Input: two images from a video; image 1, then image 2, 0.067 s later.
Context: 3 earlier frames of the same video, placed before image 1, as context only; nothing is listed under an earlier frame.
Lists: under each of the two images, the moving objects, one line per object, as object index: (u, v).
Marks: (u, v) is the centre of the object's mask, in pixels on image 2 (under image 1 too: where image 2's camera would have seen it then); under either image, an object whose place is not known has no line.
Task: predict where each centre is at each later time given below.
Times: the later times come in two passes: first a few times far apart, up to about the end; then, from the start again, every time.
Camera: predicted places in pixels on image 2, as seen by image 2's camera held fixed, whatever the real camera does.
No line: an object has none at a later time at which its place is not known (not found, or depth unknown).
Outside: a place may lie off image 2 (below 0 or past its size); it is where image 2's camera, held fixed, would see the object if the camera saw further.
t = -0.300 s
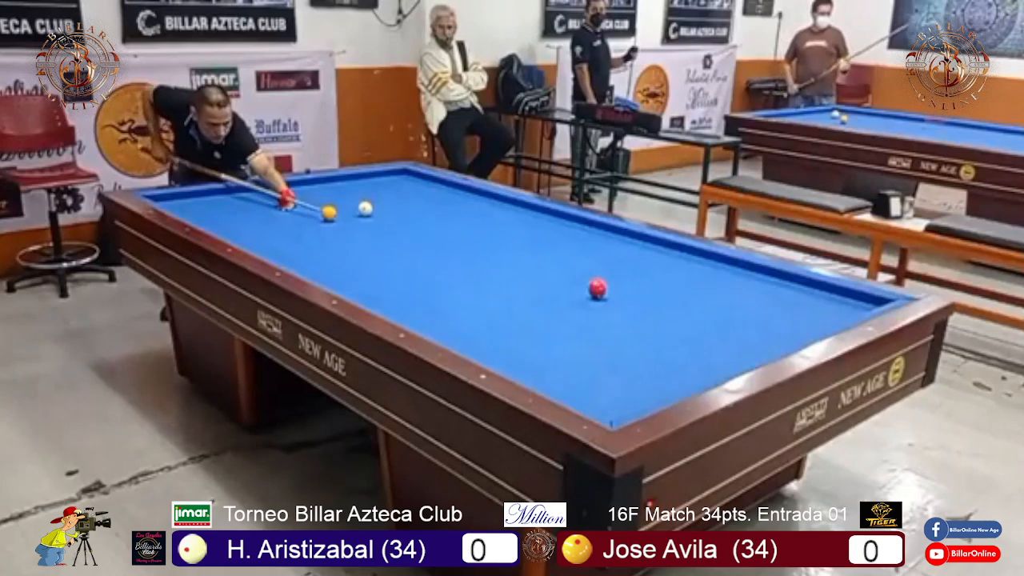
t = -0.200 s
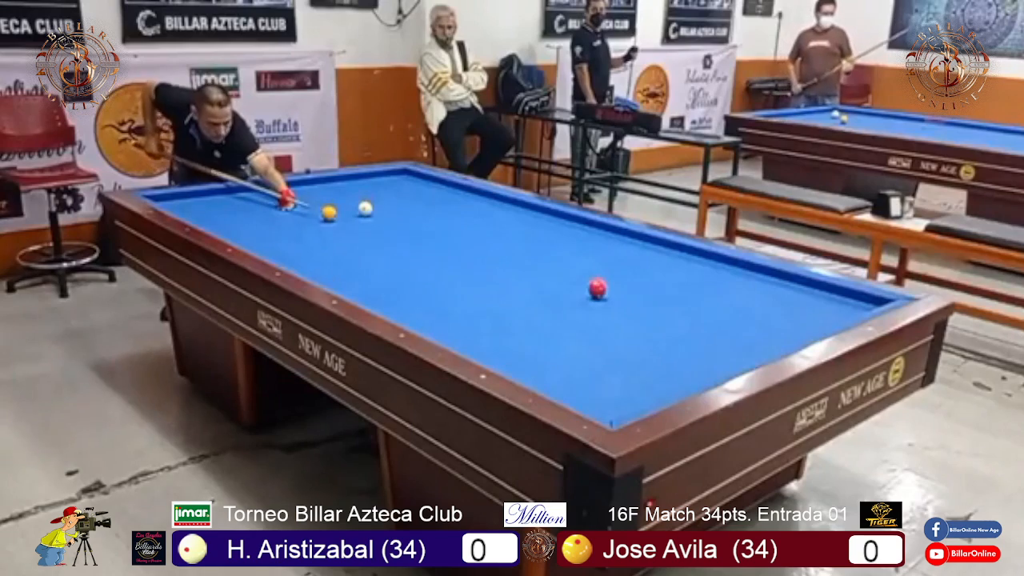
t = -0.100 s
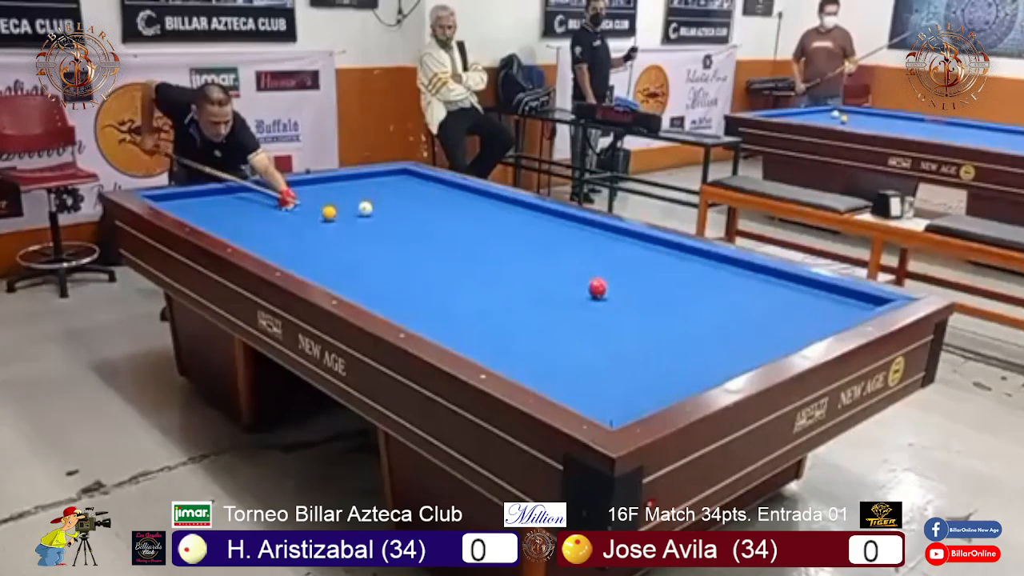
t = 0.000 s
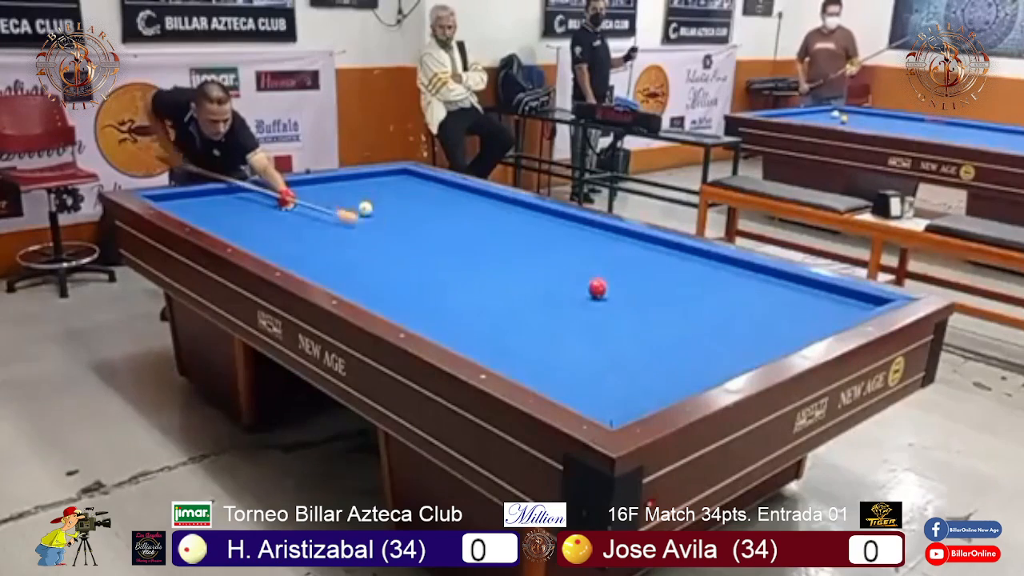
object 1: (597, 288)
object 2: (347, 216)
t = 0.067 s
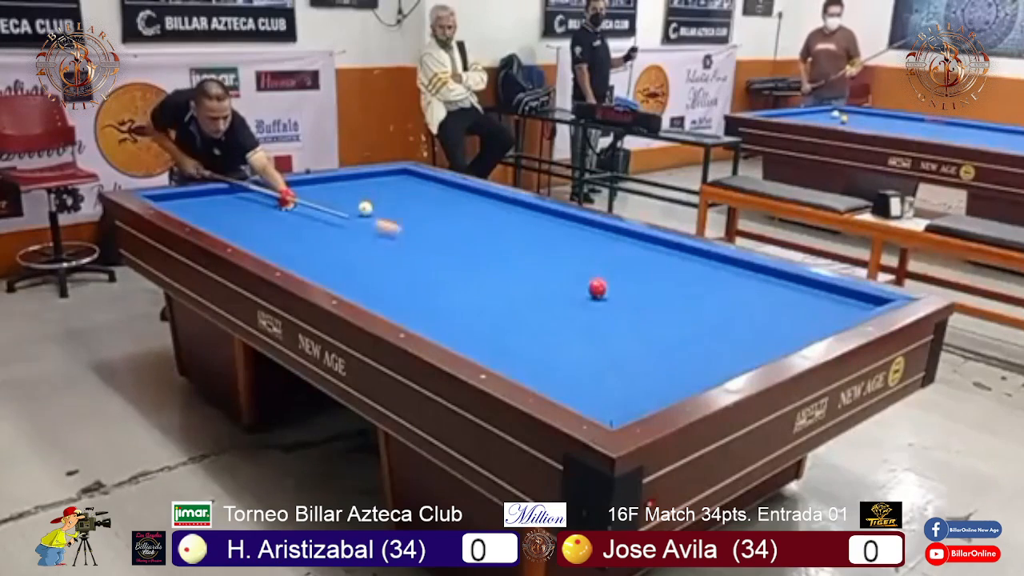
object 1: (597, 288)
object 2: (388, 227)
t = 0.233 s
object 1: (597, 288)
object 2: (494, 257)
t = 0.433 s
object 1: (616, 303)
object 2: (624, 282)
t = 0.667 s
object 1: (685, 363)
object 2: (743, 283)
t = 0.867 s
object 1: (631, 360)
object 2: (847, 292)
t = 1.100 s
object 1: (548, 345)
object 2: (802, 304)
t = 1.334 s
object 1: (475, 331)
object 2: (719, 301)
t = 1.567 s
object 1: (409, 314)
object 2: (642, 300)
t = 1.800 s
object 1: (389, 299)
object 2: (566, 298)
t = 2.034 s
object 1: (370, 282)
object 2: (493, 295)
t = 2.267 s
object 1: (353, 267)
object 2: (417, 293)
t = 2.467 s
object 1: (341, 256)
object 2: (354, 288)
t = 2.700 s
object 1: (328, 244)
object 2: (354, 274)
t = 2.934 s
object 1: (316, 232)
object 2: (352, 258)
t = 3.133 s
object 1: (306, 224)
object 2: (350, 246)
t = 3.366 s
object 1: (296, 214)
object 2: (348, 234)
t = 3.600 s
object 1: (287, 206)
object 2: (346, 223)
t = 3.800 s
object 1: (279, 200)
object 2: (345, 214)
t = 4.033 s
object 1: (272, 192)
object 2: (343, 206)
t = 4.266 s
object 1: (263, 186)
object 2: (342, 197)
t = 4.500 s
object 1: (280, 186)
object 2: (341, 190)
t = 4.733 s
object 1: (298, 188)
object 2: (339, 183)
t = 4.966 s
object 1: (318, 189)
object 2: (338, 177)
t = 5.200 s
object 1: (336, 191)
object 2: (360, 177)
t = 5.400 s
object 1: (351, 193)
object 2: (379, 178)
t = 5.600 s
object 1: (366, 194)
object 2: (398, 179)
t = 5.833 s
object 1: (383, 195)
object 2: (419, 180)
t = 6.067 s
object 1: (399, 198)
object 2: (439, 180)
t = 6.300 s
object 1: (415, 199)
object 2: (446, 182)
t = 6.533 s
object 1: (431, 201)
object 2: (447, 185)
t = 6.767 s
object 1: (447, 202)
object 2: (448, 188)
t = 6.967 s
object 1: (458, 202)
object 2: (449, 191)
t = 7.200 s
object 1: (472, 204)
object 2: (451, 194)
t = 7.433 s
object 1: (486, 206)
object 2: (452, 197)
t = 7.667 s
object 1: (499, 207)
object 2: (453, 200)
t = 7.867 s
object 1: (510, 207)
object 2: (454, 202)
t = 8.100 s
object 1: (522, 209)
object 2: (455, 205)
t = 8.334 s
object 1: (534, 210)
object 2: (456, 208)
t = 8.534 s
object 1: (543, 210)
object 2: (457, 211)
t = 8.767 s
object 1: (554, 211)
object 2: (458, 213)
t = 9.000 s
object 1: (557, 212)
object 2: (460, 216)
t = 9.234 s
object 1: (558, 214)
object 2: (461, 219)
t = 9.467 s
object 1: (561, 215)
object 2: (462, 221)
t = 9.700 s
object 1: (562, 217)
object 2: (463, 223)
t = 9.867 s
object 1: (564, 217)
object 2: (464, 225)
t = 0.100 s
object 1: (597, 289)
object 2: (409, 234)
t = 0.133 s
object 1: (597, 289)
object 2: (429, 240)
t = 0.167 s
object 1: (597, 288)
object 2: (450, 245)
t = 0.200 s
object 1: (597, 288)
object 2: (472, 251)
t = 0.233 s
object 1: (597, 288)
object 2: (494, 257)
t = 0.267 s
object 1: (597, 288)
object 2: (516, 263)
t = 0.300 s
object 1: (597, 288)
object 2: (540, 270)
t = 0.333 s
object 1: (597, 288)
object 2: (564, 276)
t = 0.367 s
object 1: (598, 289)
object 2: (585, 280)
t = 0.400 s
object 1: (606, 295)
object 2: (607, 279)
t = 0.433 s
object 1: (616, 303)
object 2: (624, 282)
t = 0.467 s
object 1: (625, 312)
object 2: (641, 282)
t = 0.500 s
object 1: (634, 319)
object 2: (658, 282)
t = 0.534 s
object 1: (644, 327)
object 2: (675, 282)
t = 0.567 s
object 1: (654, 336)
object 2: (692, 282)
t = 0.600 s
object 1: (664, 345)
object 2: (709, 282)
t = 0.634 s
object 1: (674, 353)
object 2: (727, 283)
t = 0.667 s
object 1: (685, 363)
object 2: (743, 283)
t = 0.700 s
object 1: (695, 370)
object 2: (763, 284)
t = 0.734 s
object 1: (694, 373)
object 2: (780, 285)
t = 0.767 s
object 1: (677, 371)
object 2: (798, 286)
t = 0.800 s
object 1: (660, 367)
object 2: (818, 286)
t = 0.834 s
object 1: (645, 364)
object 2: (837, 288)
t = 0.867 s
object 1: (631, 360)
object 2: (847, 292)
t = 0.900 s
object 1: (618, 358)
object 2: (856, 298)
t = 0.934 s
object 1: (604, 355)
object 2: (863, 302)
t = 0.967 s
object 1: (592, 353)
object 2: (863, 304)
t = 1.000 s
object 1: (581, 350)
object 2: (848, 307)
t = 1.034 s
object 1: (570, 349)
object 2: (832, 306)
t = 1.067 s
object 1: (559, 347)
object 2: (817, 305)
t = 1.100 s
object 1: (548, 345)
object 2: (802, 304)
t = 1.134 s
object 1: (537, 342)
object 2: (789, 304)
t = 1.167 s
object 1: (527, 341)
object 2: (776, 303)
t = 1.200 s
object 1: (516, 338)
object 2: (764, 303)
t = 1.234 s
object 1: (506, 337)
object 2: (752, 302)
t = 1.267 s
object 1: (496, 335)
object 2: (741, 302)
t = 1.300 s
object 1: (485, 333)
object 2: (730, 302)
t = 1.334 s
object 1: (475, 331)
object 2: (719, 301)
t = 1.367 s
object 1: (465, 329)
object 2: (708, 301)
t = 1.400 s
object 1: (455, 327)
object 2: (697, 301)
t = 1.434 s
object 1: (446, 325)
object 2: (686, 301)
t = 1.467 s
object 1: (436, 323)
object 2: (675, 301)
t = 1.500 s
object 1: (426, 319)
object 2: (664, 301)
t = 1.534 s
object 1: (416, 317)
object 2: (653, 301)
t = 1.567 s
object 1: (409, 314)
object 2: (642, 300)
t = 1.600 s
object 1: (406, 312)
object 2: (631, 300)
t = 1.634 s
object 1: (403, 310)
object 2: (620, 300)
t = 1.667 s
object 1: (400, 307)
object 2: (609, 299)
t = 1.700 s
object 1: (397, 305)
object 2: (598, 299)
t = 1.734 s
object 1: (394, 303)
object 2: (587, 298)
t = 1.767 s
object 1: (392, 301)
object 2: (577, 298)
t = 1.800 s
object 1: (389, 299)
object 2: (566, 298)
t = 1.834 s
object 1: (386, 296)
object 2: (556, 298)
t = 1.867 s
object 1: (383, 294)
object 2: (546, 297)
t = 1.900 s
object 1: (380, 292)
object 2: (535, 297)
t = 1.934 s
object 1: (377, 290)
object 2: (524, 296)
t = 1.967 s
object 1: (375, 287)
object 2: (514, 296)
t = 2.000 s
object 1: (372, 284)
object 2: (503, 295)
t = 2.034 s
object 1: (370, 282)
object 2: (493, 295)
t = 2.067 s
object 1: (368, 279)
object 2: (482, 295)
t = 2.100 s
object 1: (365, 278)
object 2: (471, 295)
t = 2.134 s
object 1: (363, 275)
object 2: (460, 294)
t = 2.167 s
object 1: (360, 273)
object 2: (449, 294)
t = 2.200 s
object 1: (358, 271)
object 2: (438, 294)
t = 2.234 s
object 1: (355, 269)
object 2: (427, 293)
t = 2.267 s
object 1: (353, 267)
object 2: (417, 293)
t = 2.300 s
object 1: (351, 265)
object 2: (406, 293)
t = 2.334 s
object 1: (349, 263)
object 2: (395, 293)
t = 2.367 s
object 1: (347, 261)
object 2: (384, 293)
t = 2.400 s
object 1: (345, 259)
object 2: (374, 292)
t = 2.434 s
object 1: (343, 257)
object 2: (364, 291)
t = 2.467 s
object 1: (341, 256)
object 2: (354, 288)
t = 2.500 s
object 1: (339, 254)
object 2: (353, 287)
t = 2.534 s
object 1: (337, 252)
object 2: (354, 285)
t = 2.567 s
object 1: (335, 250)
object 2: (355, 283)
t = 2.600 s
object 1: (333, 248)
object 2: (355, 281)
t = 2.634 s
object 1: (331, 247)
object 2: (355, 278)
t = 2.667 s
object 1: (329, 245)
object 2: (354, 276)
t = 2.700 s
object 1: (328, 244)
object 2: (354, 274)
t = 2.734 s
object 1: (326, 242)
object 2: (354, 271)
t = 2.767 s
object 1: (324, 240)
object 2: (353, 269)
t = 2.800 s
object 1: (322, 239)
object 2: (353, 267)
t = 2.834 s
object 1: (320, 237)
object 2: (352, 264)
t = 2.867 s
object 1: (319, 235)
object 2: (352, 262)
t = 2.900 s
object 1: (317, 234)
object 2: (352, 260)
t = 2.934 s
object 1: (316, 232)
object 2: (352, 258)
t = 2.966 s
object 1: (314, 231)
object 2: (351, 256)
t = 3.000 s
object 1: (312, 229)
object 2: (351, 254)
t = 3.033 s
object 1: (310, 228)
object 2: (351, 252)
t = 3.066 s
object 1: (309, 226)
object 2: (351, 250)
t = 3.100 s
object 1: (307, 225)
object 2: (350, 248)
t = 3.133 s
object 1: (306, 224)
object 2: (350, 246)
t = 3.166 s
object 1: (304, 222)
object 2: (350, 244)
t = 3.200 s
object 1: (303, 221)
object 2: (349, 243)
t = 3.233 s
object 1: (301, 220)
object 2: (349, 241)
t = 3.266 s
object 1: (300, 219)
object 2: (349, 239)
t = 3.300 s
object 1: (299, 217)
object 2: (349, 237)
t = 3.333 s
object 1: (297, 216)
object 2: (348, 236)
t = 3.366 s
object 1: (296, 214)
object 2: (348, 234)
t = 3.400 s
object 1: (295, 213)
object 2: (348, 233)
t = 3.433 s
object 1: (293, 212)
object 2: (348, 231)
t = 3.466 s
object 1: (292, 211)
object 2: (347, 229)
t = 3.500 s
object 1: (290, 210)
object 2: (347, 228)
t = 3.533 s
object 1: (289, 208)
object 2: (347, 226)
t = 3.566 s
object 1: (288, 207)
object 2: (347, 225)
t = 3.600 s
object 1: (287, 206)
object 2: (346, 223)
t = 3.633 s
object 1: (285, 205)
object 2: (346, 222)
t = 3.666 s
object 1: (284, 204)
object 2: (346, 220)
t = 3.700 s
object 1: (283, 203)
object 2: (346, 219)
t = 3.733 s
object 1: (282, 202)
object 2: (345, 217)
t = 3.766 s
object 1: (280, 201)
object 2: (345, 216)
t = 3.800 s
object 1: (279, 200)
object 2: (345, 214)
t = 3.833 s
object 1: (278, 199)
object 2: (345, 213)
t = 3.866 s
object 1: (277, 198)
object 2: (345, 212)
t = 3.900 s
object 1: (276, 197)
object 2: (344, 211)
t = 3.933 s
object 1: (275, 195)
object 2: (344, 209)
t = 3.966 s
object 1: (274, 194)
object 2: (344, 208)
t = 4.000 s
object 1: (272, 193)
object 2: (344, 207)
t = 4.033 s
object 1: (272, 192)
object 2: (343, 206)
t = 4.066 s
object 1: (270, 191)
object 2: (343, 204)
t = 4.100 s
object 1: (269, 190)
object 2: (343, 203)
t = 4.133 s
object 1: (268, 190)
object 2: (343, 202)
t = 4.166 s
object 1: (267, 189)
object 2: (343, 201)
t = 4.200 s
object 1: (266, 188)
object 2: (342, 199)
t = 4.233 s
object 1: (265, 187)
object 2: (342, 198)
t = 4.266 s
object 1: (263, 186)
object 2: (342, 197)
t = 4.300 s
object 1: (263, 185)
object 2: (342, 196)
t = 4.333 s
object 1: (266, 185)
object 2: (341, 195)
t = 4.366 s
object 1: (269, 185)
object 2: (341, 194)
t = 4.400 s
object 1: (272, 185)
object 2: (341, 193)
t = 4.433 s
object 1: (274, 186)
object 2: (341, 192)
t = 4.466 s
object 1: (277, 185)
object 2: (341, 191)
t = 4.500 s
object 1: (280, 186)
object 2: (341, 190)
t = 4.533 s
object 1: (282, 186)
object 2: (340, 189)
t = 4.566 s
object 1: (285, 187)
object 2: (340, 188)
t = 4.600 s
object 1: (288, 187)
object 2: (340, 187)
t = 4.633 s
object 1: (290, 187)
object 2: (340, 186)
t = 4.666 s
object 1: (293, 187)
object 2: (340, 185)
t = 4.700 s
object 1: (296, 188)
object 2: (339, 184)
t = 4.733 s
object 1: (298, 188)
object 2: (339, 183)
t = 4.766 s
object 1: (301, 188)
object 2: (339, 182)
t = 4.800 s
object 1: (304, 188)
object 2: (339, 181)
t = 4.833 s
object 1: (307, 189)
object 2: (339, 180)
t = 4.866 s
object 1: (309, 189)
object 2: (339, 179)
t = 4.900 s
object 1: (312, 189)
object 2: (339, 178)
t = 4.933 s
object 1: (315, 189)
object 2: (339, 178)
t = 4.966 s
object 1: (318, 189)
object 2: (338, 177)
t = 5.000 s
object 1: (320, 190)
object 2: (340, 176)
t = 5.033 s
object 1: (323, 190)
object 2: (344, 176)
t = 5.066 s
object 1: (326, 190)
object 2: (348, 176)
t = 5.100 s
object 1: (328, 191)
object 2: (351, 177)
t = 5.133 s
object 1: (331, 191)
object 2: (354, 177)
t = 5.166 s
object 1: (333, 191)
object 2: (357, 177)
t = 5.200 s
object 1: (336, 191)
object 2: (360, 177)
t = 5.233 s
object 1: (338, 192)
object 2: (364, 177)
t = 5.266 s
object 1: (341, 192)
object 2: (367, 177)
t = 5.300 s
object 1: (344, 192)
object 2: (370, 178)
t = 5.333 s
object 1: (346, 192)
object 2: (373, 178)
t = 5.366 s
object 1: (349, 192)
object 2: (376, 178)
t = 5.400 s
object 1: (351, 193)
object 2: (379, 178)
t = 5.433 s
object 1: (354, 193)
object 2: (382, 178)
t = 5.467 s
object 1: (357, 193)
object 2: (386, 178)
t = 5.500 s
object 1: (359, 193)
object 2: (389, 178)
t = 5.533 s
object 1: (362, 193)
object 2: (392, 178)
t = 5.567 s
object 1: (364, 194)
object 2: (395, 179)
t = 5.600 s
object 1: (366, 194)
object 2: (398, 179)
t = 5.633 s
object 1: (369, 195)
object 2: (402, 179)
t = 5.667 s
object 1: (371, 195)
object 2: (404, 179)
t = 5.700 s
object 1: (373, 195)
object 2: (407, 179)
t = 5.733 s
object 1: (376, 195)
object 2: (410, 179)
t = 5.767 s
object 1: (378, 195)
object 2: (413, 179)
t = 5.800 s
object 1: (381, 195)
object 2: (416, 179)
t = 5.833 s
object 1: (383, 195)
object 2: (419, 180)
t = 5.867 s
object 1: (385, 196)
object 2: (422, 180)
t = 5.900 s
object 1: (388, 196)
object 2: (425, 180)
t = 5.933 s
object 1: (390, 196)
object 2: (428, 180)
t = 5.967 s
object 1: (393, 197)
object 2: (431, 180)
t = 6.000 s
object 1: (395, 197)
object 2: (434, 180)
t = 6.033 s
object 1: (397, 197)
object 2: (436, 180)
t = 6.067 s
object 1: (399, 198)
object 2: (439, 180)
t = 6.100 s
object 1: (402, 198)
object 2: (442, 180)
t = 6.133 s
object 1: (404, 198)
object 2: (444, 180)
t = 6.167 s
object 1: (406, 198)
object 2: (445, 181)
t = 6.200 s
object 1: (408, 198)
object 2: (445, 181)
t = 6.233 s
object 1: (411, 198)
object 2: (445, 181)
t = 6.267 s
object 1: (413, 199)
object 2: (446, 181)
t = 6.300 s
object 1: (415, 199)
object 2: (446, 182)
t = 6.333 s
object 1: (418, 200)
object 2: (446, 183)
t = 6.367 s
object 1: (420, 200)
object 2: (446, 183)
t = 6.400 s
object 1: (422, 200)
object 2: (446, 183)
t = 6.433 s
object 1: (425, 200)
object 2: (446, 184)
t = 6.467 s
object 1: (426, 200)
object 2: (447, 184)
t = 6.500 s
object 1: (429, 200)
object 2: (447, 185)
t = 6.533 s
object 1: (431, 201)
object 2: (447, 185)
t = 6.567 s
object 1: (433, 201)
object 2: (447, 186)
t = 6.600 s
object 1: (435, 201)
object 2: (447, 186)
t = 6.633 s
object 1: (438, 201)
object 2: (448, 187)
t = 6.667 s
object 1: (439, 201)
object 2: (448, 187)
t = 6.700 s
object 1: (442, 202)
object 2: (448, 188)
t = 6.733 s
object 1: (444, 202)
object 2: (448, 188)
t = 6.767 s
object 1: (447, 202)
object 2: (448, 188)
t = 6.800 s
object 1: (448, 202)
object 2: (449, 189)
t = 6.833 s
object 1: (451, 201)
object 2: (449, 189)
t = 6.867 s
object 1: (452, 202)
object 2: (448, 190)
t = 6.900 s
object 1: (454, 202)
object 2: (448, 190)
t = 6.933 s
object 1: (457, 203)
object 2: (449, 191)
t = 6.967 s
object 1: (458, 202)
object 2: (449, 191)
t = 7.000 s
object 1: (460, 203)
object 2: (449, 192)
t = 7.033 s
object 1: (462, 203)
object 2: (450, 192)
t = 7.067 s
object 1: (464, 204)
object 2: (450, 193)
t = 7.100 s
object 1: (466, 204)
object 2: (450, 193)
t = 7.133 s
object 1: (468, 204)
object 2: (450, 194)
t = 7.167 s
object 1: (470, 204)
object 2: (450, 194)
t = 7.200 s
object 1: (472, 204)
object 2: (451, 194)
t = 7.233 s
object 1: (474, 204)
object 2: (451, 195)
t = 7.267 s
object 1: (477, 205)
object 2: (451, 195)
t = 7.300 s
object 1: (478, 205)
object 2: (451, 196)
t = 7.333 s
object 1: (480, 205)
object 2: (451, 196)
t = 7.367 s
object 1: (483, 205)
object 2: (452, 196)
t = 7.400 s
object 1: (484, 205)
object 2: (452, 197)
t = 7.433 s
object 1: (486, 206)
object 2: (452, 197)
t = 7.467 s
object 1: (488, 206)
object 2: (452, 198)
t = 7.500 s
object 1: (490, 206)
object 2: (452, 198)
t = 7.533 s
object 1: (492, 206)
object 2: (452, 198)
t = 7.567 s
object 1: (493, 207)
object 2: (452, 199)
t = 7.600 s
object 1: (495, 207)
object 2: (453, 199)
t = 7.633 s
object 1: (497, 207)
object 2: (453, 199)
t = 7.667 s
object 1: (499, 207)
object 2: (453, 200)
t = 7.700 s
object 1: (501, 207)
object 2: (453, 200)
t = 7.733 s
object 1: (503, 207)
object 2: (453, 201)
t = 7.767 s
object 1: (504, 207)
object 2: (453, 201)
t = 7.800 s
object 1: (506, 207)
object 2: (454, 201)
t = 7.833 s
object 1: (508, 208)
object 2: (454, 202)
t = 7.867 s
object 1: (510, 207)
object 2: (454, 202)
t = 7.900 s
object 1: (512, 208)
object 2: (454, 203)
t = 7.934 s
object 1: (513, 208)
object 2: (454, 203)
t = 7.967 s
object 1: (515, 208)
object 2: (454, 204)
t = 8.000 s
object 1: (517, 208)
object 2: (455, 204)
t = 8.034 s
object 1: (519, 209)
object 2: (455, 205)
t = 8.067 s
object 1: (520, 209)
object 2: (455, 205)
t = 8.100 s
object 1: (522, 209)
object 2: (455, 205)
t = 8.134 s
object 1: (524, 209)
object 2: (455, 206)
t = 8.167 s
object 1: (525, 209)
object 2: (455, 206)
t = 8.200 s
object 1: (527, 209)
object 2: (455, 206)
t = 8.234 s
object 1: (529, 210)
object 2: (456, 207)
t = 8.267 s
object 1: (530, 209)
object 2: (456, 207)
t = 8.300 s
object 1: (532, 210)
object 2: (456, 208)
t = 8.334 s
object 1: (534, 210)
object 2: (456, 208)
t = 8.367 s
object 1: (535, 210)
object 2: (456, 209)
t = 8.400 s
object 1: (537, 210)
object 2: (457, 210)
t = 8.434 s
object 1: (539, 210)
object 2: (457, 210)
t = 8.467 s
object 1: (540, 210)
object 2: (457, 210)
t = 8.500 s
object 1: (541, 210)
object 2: (457, 210)
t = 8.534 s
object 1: (543, 210)
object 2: (457, 211)
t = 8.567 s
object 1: (545, 210)
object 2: (457, 211)
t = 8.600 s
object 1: (547, 210)
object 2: (457, 212)
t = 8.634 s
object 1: (548, 211)
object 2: (457, 212)
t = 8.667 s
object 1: (549, 211)
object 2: (458, 212)
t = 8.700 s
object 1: (551, 210)
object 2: (458, 213)
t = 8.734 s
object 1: (553, 211)
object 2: (458, 213)
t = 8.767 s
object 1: (554, 211)
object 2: (458, 213)
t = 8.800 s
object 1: (555, 211)
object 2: (459, 214)
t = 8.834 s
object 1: (554, 211)
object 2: (459, 214)
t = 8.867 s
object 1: (556, 211)
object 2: (459, 214)
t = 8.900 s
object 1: (556, 211)
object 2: (459, 215)
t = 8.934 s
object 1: (556, 211)
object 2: (459, 215)
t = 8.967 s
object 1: (556, 212)
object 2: (460, 216)
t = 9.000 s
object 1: (557, 212)
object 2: (460, 216)
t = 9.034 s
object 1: (556, 212)
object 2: (460, 216)
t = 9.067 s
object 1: (557, 212)
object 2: (460, 216)
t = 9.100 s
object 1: (557, 212)
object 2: (460, 217)
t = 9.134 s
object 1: (557, 212)
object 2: (461, 218)
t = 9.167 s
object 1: (558, 213)
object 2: (461, 218)
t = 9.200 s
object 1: (558, 213)
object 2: (461, 218)
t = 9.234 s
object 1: (558, 214)
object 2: (461, 219)
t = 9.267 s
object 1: (559, 214)
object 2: (461, 219)
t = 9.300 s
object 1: (559, 214)
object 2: (461, 220)
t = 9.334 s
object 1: (559, 214)
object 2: (461, 220)
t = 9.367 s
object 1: (560, 214)
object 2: (462, 220)
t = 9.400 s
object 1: (560, 214)
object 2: (462, 220)
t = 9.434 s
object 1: (560, 215)
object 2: (462, 221)
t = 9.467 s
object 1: (561, 215)
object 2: (462, 221)
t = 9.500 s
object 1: (561, 216)
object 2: (462, 221)
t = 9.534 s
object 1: (562, 216)
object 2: (462, 222)
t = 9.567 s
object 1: (562, 216)
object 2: (463, 222)
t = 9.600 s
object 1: (562, 216)
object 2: (463, 222)
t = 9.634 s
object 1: (562, 216)
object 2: (463, 222)
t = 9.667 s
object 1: (562, 217)
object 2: (463, 223)
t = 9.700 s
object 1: (562, 217)
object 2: (463, 223)
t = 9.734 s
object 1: (563, 217)
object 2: (463, 224)
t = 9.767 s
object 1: (563, 217)
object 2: (463, 224)
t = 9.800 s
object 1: (563, 217)
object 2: (463, 224)
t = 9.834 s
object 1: (564, 217)
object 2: (463, 225)
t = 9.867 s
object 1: (564, 217)
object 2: (464, 225)
